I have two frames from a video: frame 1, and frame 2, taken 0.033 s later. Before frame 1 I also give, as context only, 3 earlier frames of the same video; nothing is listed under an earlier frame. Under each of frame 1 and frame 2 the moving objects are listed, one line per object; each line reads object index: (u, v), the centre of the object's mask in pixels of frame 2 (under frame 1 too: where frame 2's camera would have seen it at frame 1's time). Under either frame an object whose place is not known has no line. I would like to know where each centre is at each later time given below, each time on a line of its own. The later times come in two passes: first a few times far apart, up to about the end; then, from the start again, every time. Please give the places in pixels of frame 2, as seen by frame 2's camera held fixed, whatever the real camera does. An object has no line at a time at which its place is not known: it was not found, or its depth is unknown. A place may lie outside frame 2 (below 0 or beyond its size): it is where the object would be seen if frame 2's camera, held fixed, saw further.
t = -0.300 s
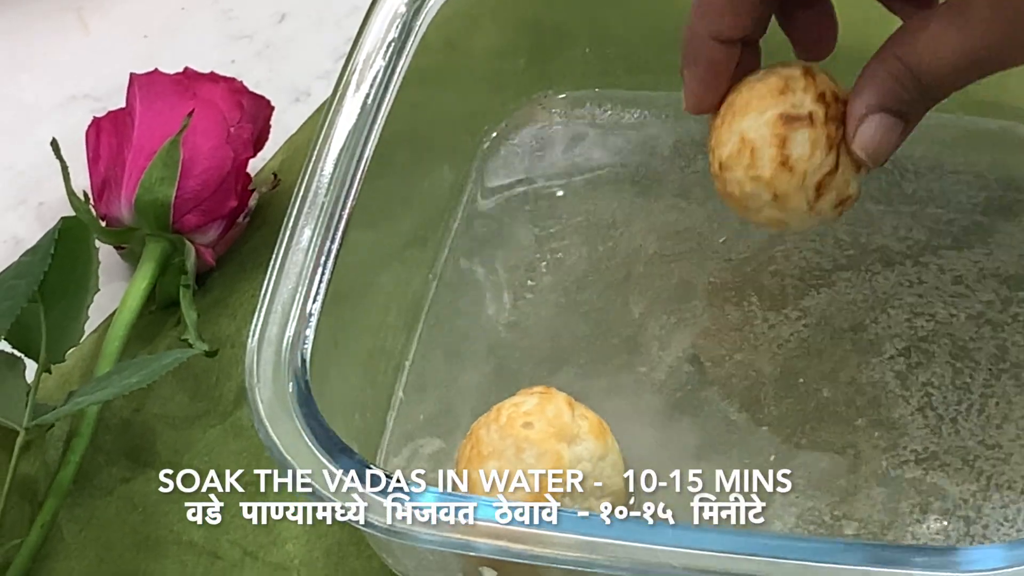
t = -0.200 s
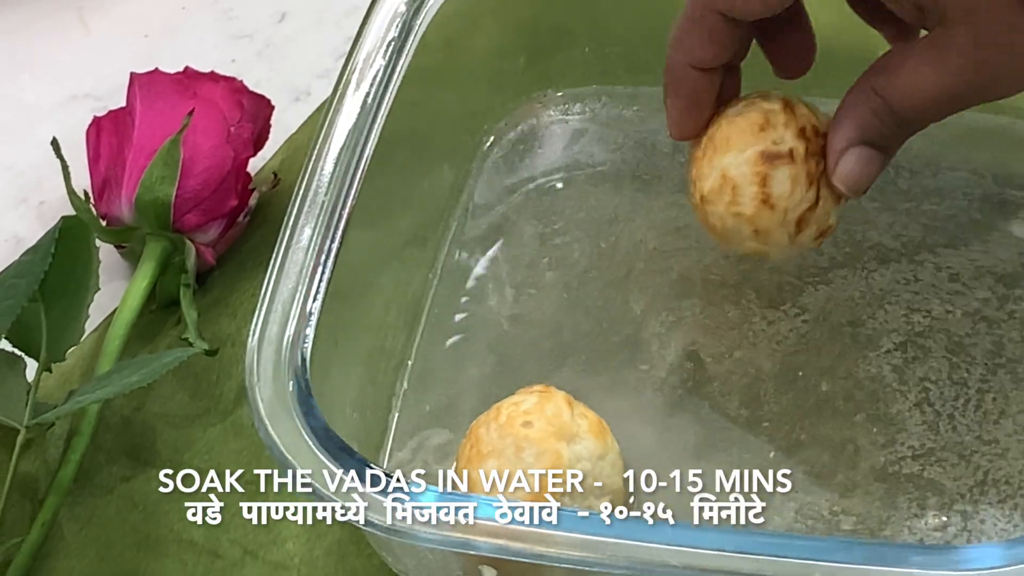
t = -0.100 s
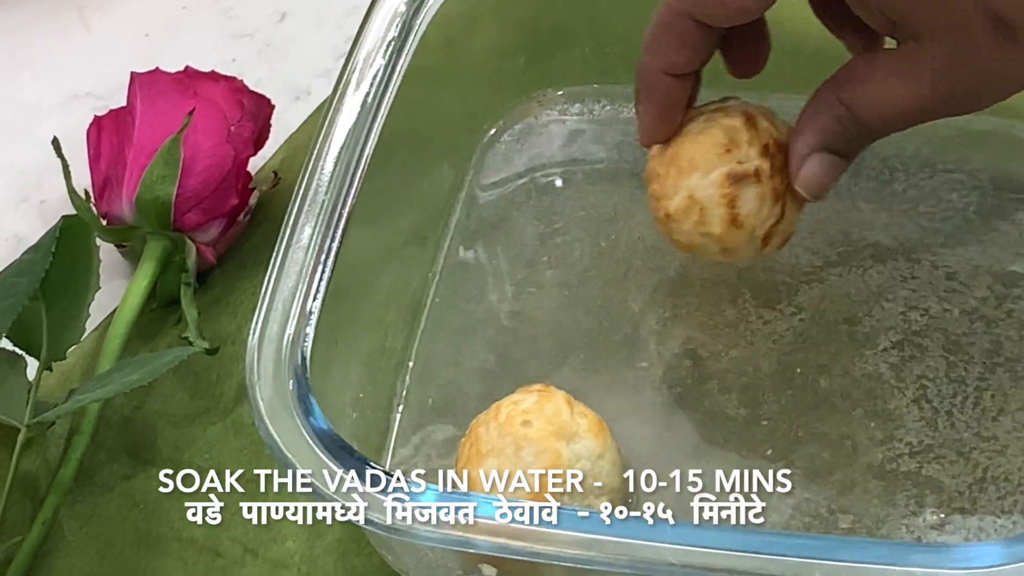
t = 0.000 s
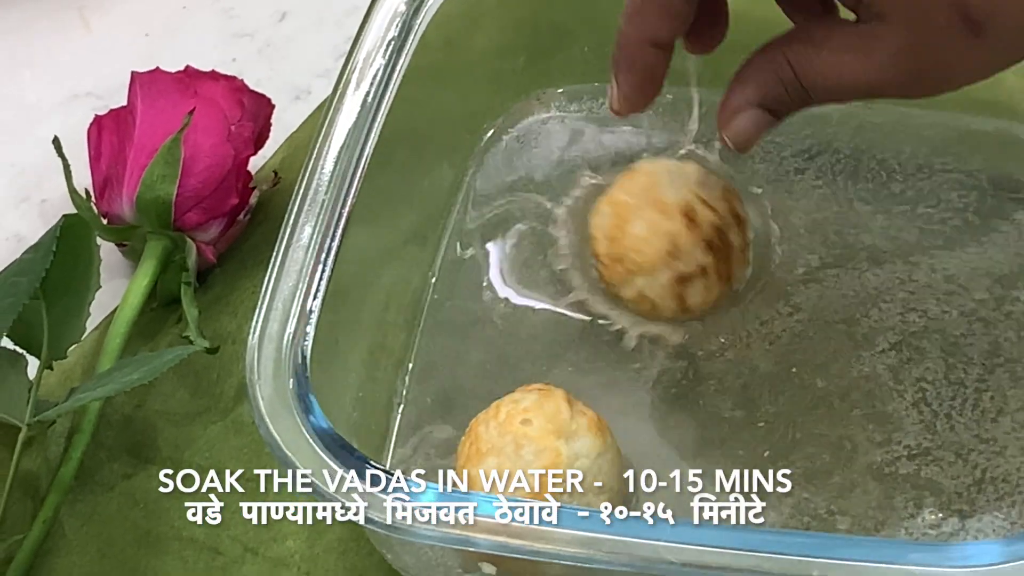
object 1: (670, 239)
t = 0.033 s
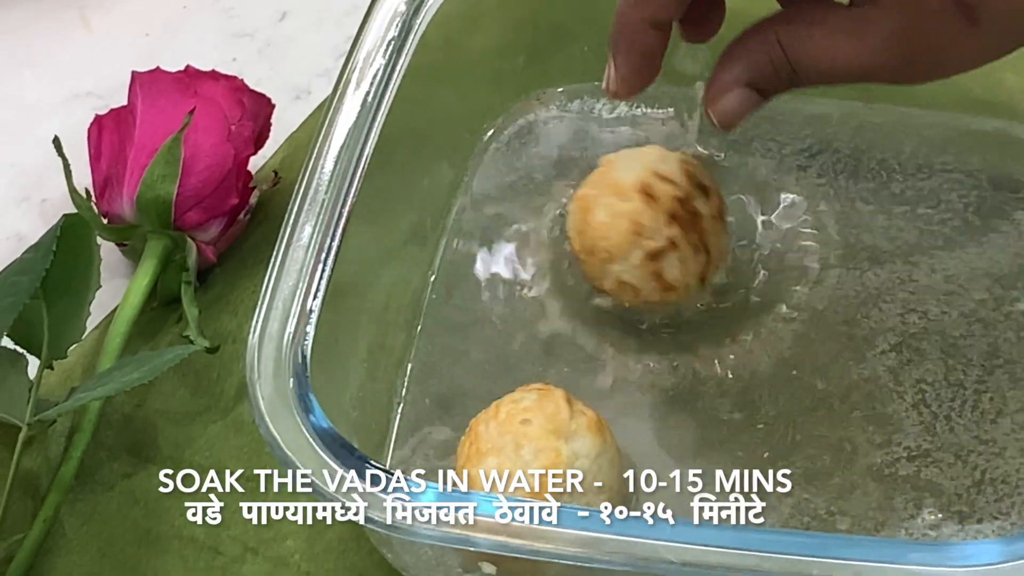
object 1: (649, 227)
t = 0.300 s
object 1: (569, 227)
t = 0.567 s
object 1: (555, 252)
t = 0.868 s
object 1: (556, 249)
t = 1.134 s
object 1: (557, 247)
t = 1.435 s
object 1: (556, 247)
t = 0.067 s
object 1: (626, 225)
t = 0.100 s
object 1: (617, 219)
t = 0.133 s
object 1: (604, 218)
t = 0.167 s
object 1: (595, 216)
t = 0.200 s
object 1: (587, 216)
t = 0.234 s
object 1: (581, 218)
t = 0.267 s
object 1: (575, 222)
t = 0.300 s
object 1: (569, 227)
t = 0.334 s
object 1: (563, 232)
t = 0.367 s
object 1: (558, 237)
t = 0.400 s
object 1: (554, 243)
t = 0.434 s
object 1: (553, 249)
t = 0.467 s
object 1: (553, 252)
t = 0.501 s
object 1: (554, 254)
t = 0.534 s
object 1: (555, 253)
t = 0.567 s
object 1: (555, 252)
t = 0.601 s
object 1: (555, 249)
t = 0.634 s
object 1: (556, 247)
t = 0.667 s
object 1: (557, 245)
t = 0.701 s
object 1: (558, 244)
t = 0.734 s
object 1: (559, 245)
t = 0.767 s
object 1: (558, 246)
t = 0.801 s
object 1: (557, 247)
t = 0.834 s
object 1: (556, 248)
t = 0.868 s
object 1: (556, 249)
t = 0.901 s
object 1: (556, 249)
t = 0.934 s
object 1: (555, 249)
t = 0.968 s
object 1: (556, 248)
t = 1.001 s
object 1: (556, 248)
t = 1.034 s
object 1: (556, 248)
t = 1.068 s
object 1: (557, 247)
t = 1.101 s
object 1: (557, 247)
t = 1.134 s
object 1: (557, 247)
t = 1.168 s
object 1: (557, 247)
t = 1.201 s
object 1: (557, 247)
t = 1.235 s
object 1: (558, 247)
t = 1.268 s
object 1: (558, 247)
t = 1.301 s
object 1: (557, 247)
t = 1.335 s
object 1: (557, 247)
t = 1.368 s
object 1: (557, 247)
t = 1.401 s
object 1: (557, 246)
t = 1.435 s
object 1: (556, 247)
